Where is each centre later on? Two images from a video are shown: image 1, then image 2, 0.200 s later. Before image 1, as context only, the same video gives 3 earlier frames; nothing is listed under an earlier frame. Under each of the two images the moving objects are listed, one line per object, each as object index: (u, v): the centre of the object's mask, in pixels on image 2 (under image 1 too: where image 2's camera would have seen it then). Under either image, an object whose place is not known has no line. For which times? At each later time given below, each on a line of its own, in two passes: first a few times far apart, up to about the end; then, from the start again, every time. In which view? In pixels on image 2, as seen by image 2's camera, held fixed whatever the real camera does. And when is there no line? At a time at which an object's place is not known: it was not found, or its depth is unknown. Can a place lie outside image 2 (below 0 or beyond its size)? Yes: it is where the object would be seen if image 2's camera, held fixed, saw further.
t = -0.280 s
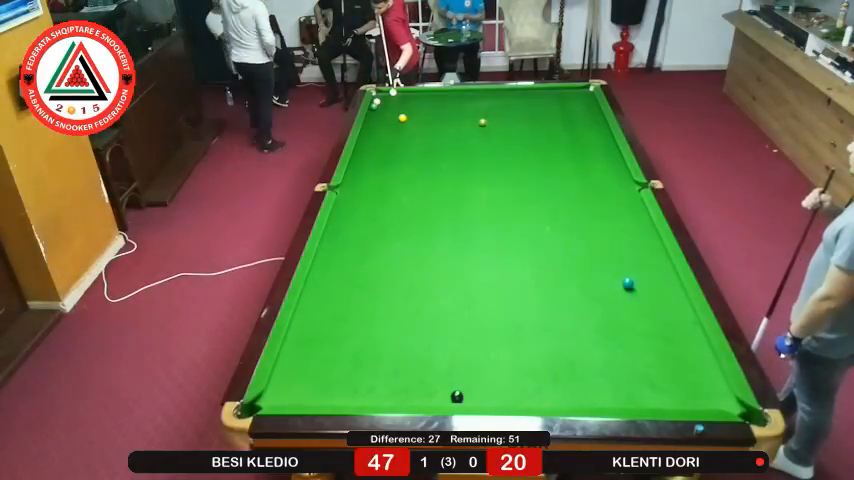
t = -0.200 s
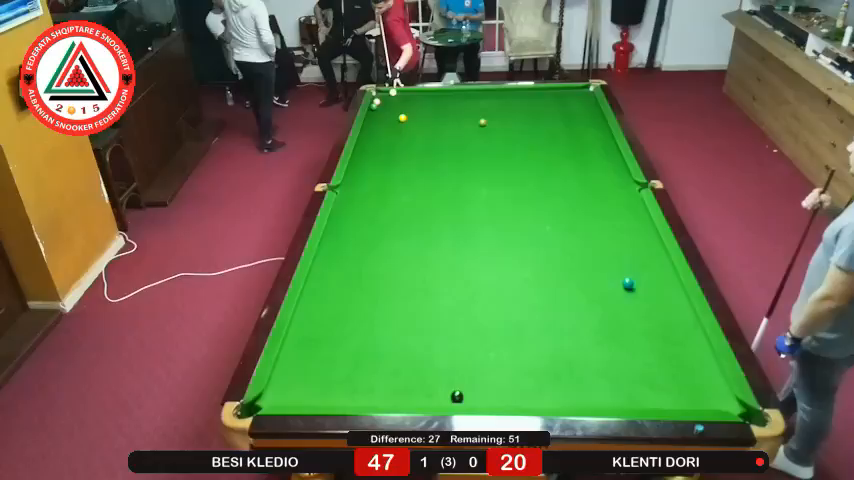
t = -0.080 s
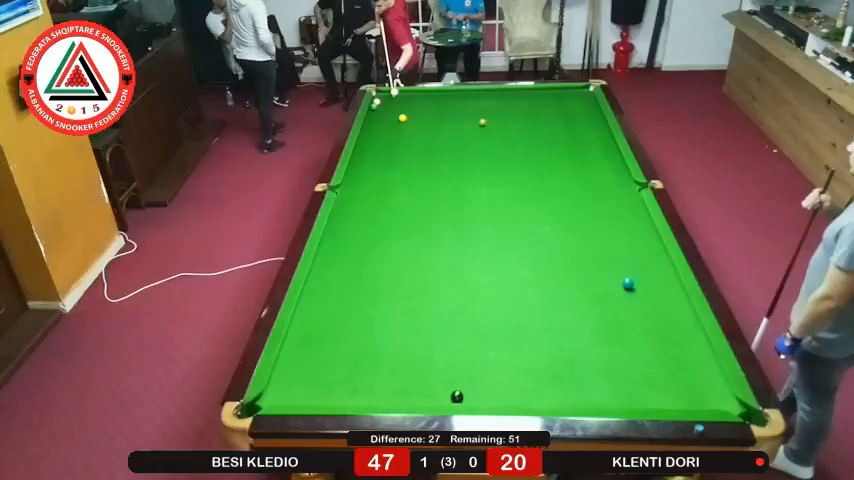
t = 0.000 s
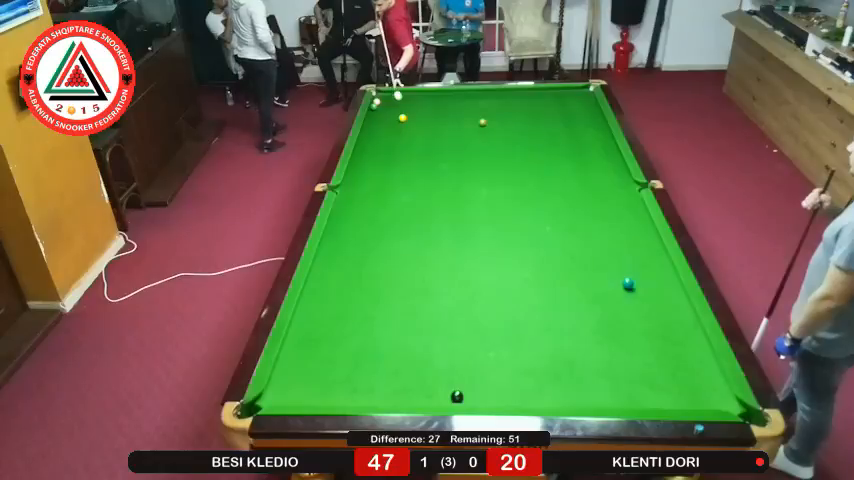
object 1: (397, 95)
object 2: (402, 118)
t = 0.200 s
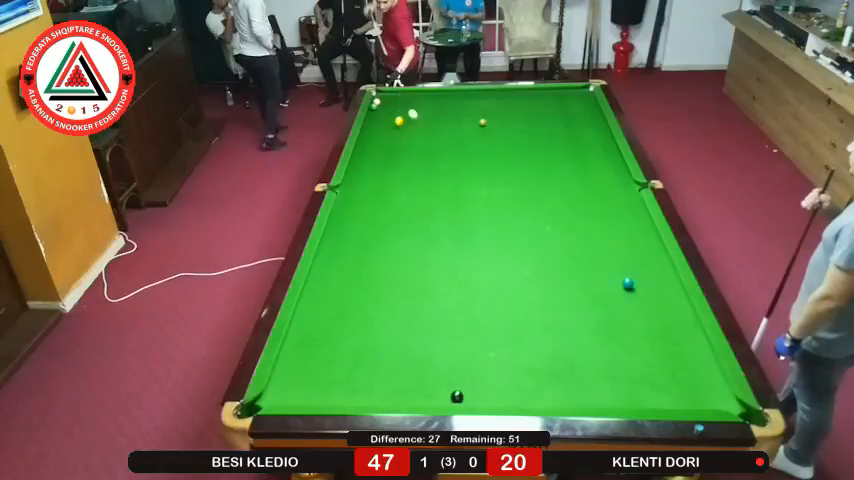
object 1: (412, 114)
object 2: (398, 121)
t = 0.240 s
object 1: (416, 118)
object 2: (397, 126)
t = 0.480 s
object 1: (437, 130)
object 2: (390, 143)
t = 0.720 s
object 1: (455, 132)
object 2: (382, 160)
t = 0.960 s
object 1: (471, 134)
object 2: (373, 179)
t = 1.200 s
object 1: (488, 136)
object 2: (364, 199)
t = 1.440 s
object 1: (503, 137)
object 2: (353, 221)
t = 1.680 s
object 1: (519, 139)
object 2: (342, 244)
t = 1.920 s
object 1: (533, 141)
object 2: (329, 271)
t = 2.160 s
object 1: (547, 142)
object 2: (315, 300)
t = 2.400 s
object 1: (560, 143)
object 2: (300, 332)
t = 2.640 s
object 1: (572, 145)
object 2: (282, 368)
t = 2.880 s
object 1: (584, 146)
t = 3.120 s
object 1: (595, 147)
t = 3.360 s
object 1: (605, 148)
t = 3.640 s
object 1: (614, 149)
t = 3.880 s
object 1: (609, 149)
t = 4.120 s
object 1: (605, 150)
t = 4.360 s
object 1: (601, 150)
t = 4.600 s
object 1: (599, 150)
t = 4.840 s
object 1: (597, 150)
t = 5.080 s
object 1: (595, 150)
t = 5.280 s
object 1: (595, 150)
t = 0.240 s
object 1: (416, 118)
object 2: (397, 126)
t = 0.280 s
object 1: (420, 123)
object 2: (395, 130)
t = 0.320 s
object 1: (424, 123)
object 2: (394, 131)
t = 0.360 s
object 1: (427, 125)
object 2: (393, 135)
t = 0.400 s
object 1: (431, 127)
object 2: (392, 137)
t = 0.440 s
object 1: (434, 128)
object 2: (391, 140)
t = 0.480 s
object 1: (437, 130)
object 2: (390, 143)
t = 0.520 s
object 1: (441, 130)
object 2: (388, 146)
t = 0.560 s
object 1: (444, 131)
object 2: (387, 148)
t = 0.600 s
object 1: (446, 131)
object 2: (386, 151)
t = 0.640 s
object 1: (449, 132)
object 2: (384, 154)
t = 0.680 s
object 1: (452, 132)
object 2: (383, 157)
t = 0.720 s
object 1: (455, 132)
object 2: (382, 160)
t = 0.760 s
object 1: (458, 133)
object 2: (380, 163)
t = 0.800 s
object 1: (461, 133)
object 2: (379, 166)
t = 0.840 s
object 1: (463, 133)
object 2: (377, 169)
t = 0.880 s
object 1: (466, 134)
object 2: (376, 172)
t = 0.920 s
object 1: (469, 134)
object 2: (374, 175)
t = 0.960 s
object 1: (471, 134)
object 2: (373, 179)
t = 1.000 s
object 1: (474, 134)
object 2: (371, 182)
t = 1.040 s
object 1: (477, 135)
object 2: (370, 185)
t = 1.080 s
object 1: (480, 135)
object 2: (368, 188)
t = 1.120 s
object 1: (482, 135)
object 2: (367, 192)
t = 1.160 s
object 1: (485, 135)
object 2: (365, 195)
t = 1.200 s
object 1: (488, 136)
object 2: (364, 199)
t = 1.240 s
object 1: (490, 136)
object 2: (362, 202)
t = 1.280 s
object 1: (493, 136)
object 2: (360, 206)
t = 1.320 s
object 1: (496, 137)
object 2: (358, 210)
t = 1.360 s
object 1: (498, 137)
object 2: (357, 213)
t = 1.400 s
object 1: (501, 137)
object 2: (355, 217)
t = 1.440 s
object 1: (503, 137)
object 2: (353, 221)
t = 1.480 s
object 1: (506, 138)
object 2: (351, 224)
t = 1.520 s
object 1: (508, 138)
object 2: (349, 228)
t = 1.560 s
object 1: (511, 138)
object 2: (347, 232)
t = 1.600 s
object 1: (514, 138)
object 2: (345, 236)
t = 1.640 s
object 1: (516, 139)
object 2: (343, 240)
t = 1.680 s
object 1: (519, 139)
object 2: (342, 244)
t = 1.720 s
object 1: (521, 139)
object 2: (339, 249)
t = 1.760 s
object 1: (523, 140)
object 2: (337, 253)
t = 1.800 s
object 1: (526, 140)
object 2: (335, 257)
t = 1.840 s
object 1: (528, 140)
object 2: (333, 262)
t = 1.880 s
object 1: (531, 140)
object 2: (331, 266)
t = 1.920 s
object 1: (533, 141)
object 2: (329, 271)
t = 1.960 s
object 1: (535, 141)
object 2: (326, 275)
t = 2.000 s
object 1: (538, 141)
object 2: (324, 280)
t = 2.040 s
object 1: (540, 141)
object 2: (322, 285)
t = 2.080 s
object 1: (542, 142)
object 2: (320, 290)
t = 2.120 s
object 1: (544, 142)
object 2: (318, 295)
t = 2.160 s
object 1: (547, 142)
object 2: (315, 300)
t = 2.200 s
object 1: (549, 142)
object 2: (312, 305)
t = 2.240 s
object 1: (551, 142)
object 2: (310, 310)
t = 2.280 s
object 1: (554, 143)
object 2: (308, 315)
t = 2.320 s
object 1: (556, 143)
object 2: (305, 320)
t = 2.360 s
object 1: (558, 143)
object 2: (302, 326)
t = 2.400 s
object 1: (560, 143)
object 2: (300, 332)
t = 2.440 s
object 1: (562, 144)
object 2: (297, 338)
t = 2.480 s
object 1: (564, 144)
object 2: (294, 343)
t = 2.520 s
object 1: (566, 144)
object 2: (291, 349)
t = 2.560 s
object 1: (568, 144)
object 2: (288, 355)
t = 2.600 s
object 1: (570, 144)
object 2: (285, 361)
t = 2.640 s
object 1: (572, 145)
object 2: (282, 368)
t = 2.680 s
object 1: (574, 145)
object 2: (279, 374)
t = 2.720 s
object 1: (576, 145)
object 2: (276, 381)
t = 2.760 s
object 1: (578, 145)
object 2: (272, 387)
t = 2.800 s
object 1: (580, 145)
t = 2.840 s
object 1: (582, 145)
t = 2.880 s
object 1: (584, 146)
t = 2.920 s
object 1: (586, 146)
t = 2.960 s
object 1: (588, 146)
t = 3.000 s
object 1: (590, 146)
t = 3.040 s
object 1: (591, 146)
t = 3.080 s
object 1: (593, 147)
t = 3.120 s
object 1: (595, 147)
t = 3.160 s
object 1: (596, 147)
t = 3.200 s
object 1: (598, 147)
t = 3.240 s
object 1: (600, 147)
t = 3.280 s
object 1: (602, 147)
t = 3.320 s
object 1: (603, 148)
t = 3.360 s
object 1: (605, 148)
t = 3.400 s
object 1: (607, 148)
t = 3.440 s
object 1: (608, 148)
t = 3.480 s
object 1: (610, 148)
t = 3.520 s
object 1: (611, 148)
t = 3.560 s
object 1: (613, 148)
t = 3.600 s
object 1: (614, 148)
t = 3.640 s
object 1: (614, 149)
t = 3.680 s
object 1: (613, 149)
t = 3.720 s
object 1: (613, 149)
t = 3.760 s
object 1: (612, 149)
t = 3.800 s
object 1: (611, 149)
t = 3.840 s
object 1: (610, 149)
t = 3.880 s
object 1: (609, 149)
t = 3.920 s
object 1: (608, 149)
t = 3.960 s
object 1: (608, 149)
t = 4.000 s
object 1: (607, 149)
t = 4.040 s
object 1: (606, 149)
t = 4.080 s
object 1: (605, 150)
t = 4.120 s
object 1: (605, 150)
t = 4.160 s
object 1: (604, 150)
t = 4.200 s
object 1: (604, 150)
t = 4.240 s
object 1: (603, 150)
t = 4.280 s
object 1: (602, 150)
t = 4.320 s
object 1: (602, 150)
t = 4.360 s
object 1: (601, 150)
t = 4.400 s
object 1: (601, 150)
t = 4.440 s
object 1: (600, 150)
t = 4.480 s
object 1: (600, 150)
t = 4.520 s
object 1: (599, 150)
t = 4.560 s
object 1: (599, 150)
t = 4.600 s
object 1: (599, 150)
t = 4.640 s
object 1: (598, 150)
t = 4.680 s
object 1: (598, 150)
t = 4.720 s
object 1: (597, 150)
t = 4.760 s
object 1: (597, 150)
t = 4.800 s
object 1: (597, 150)
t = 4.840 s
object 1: (597, 150)
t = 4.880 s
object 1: (595, 150)
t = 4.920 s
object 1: (596, 150)
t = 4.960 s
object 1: (596, 150)
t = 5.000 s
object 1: (596, 150)
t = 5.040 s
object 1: (596, 150)
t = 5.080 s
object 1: (595, 150)
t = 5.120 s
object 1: (595, 150)
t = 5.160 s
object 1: (595, 150)
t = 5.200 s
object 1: (595, 150)
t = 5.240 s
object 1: (595, 150)
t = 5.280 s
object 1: (595, 150)
